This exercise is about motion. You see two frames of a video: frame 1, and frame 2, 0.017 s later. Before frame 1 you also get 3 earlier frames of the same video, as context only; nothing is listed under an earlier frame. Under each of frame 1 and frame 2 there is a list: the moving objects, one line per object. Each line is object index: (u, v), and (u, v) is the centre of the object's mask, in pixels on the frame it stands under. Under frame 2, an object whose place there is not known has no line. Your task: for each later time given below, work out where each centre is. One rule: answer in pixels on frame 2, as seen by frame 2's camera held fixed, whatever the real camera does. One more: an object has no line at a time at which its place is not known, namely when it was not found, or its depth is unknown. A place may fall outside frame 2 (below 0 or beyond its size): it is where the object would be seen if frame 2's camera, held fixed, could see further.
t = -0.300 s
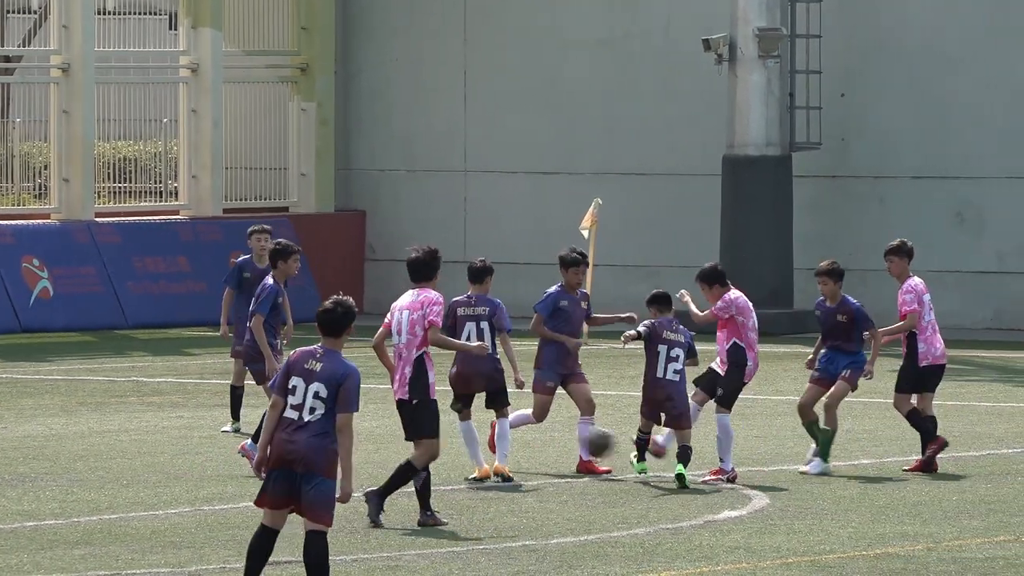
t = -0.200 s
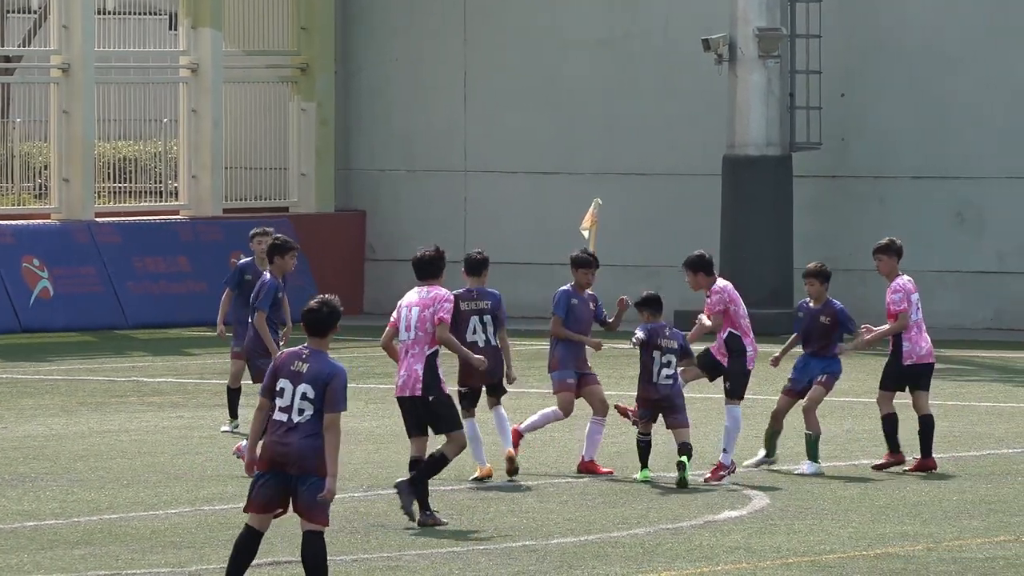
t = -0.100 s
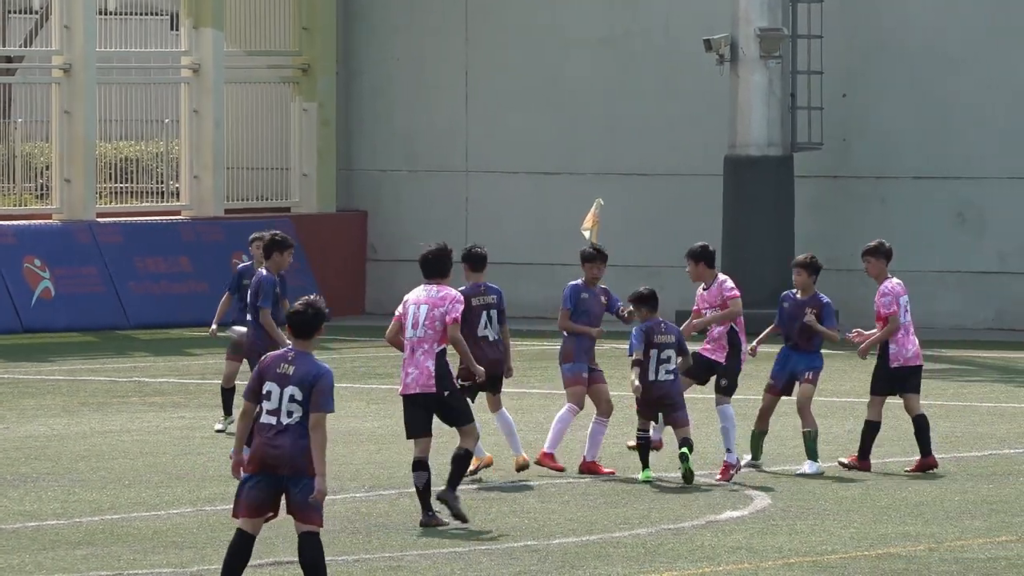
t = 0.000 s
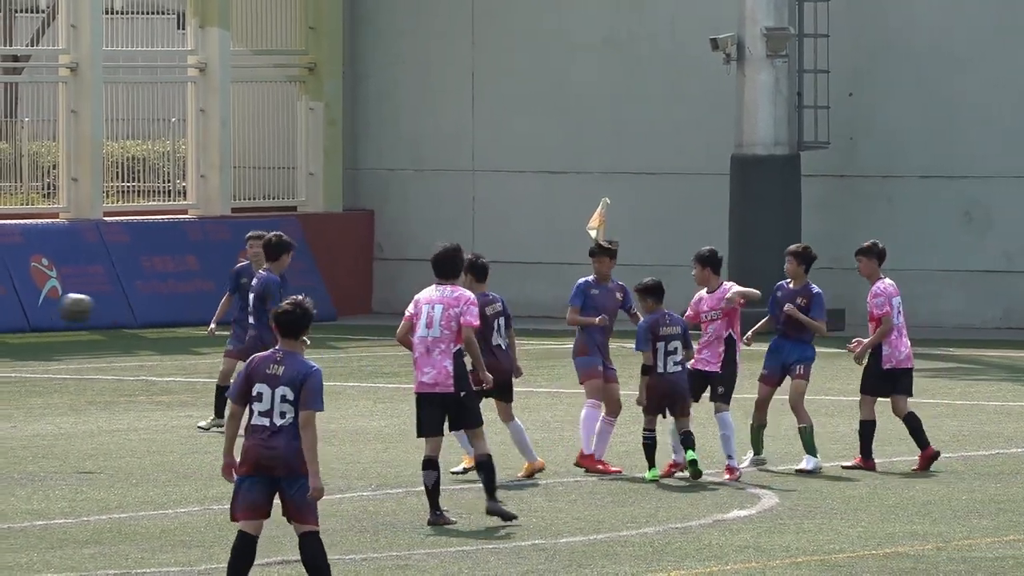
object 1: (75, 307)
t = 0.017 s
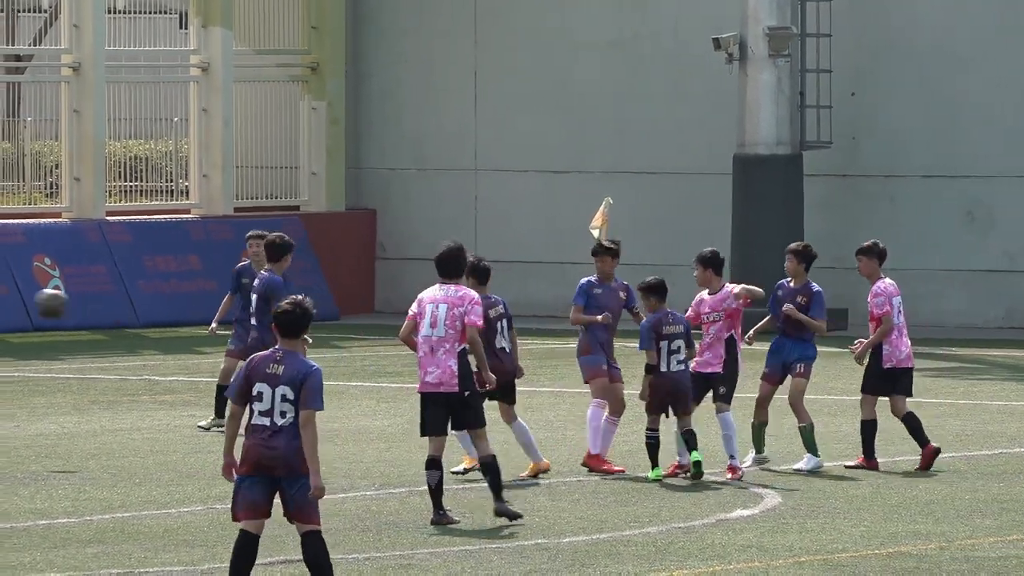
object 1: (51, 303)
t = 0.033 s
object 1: (21, 299)
